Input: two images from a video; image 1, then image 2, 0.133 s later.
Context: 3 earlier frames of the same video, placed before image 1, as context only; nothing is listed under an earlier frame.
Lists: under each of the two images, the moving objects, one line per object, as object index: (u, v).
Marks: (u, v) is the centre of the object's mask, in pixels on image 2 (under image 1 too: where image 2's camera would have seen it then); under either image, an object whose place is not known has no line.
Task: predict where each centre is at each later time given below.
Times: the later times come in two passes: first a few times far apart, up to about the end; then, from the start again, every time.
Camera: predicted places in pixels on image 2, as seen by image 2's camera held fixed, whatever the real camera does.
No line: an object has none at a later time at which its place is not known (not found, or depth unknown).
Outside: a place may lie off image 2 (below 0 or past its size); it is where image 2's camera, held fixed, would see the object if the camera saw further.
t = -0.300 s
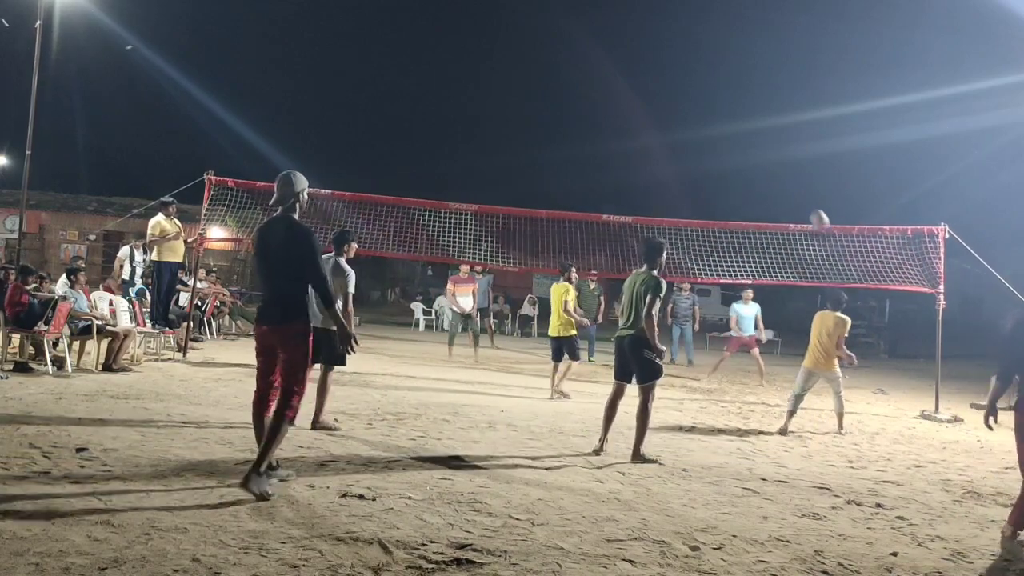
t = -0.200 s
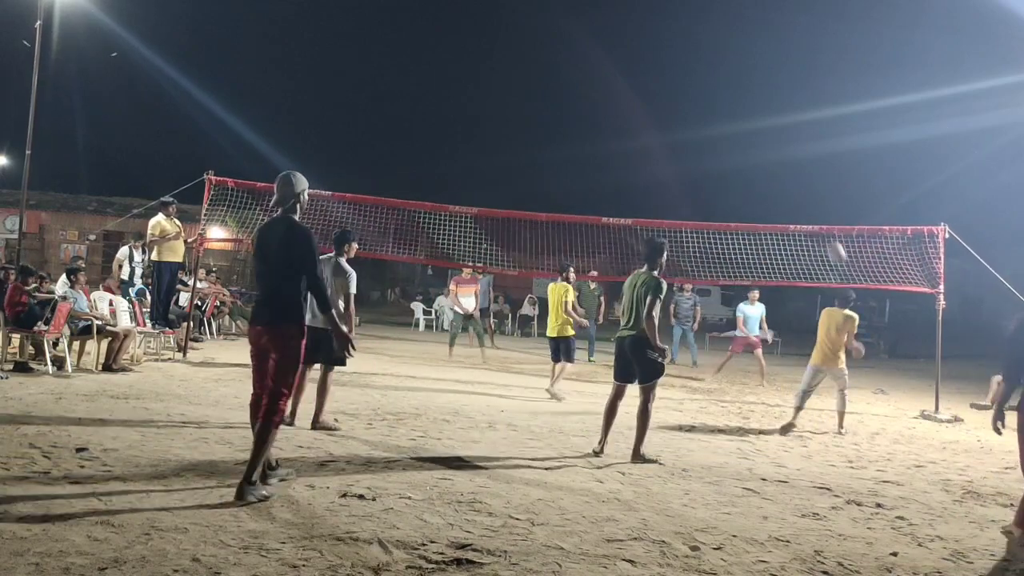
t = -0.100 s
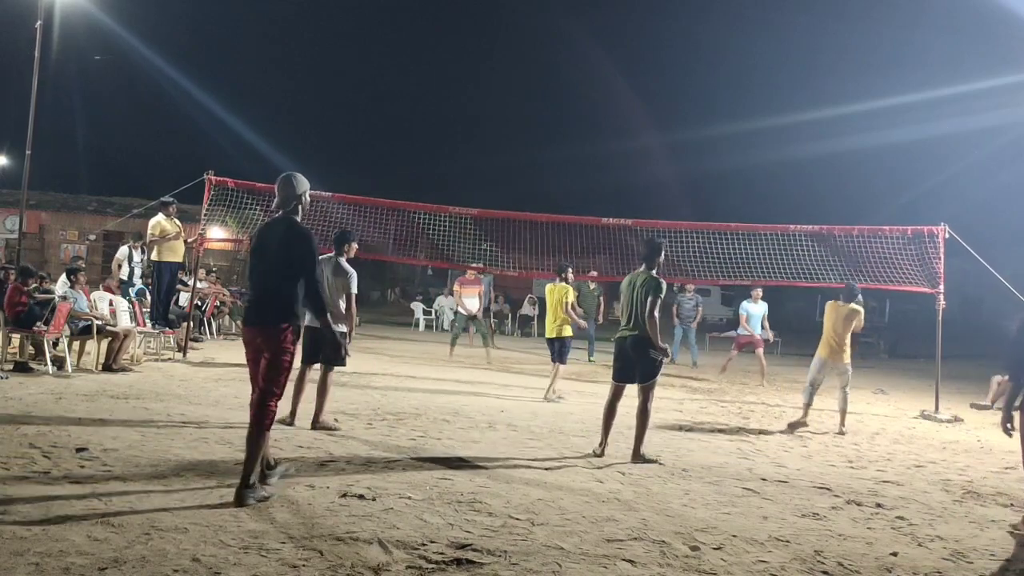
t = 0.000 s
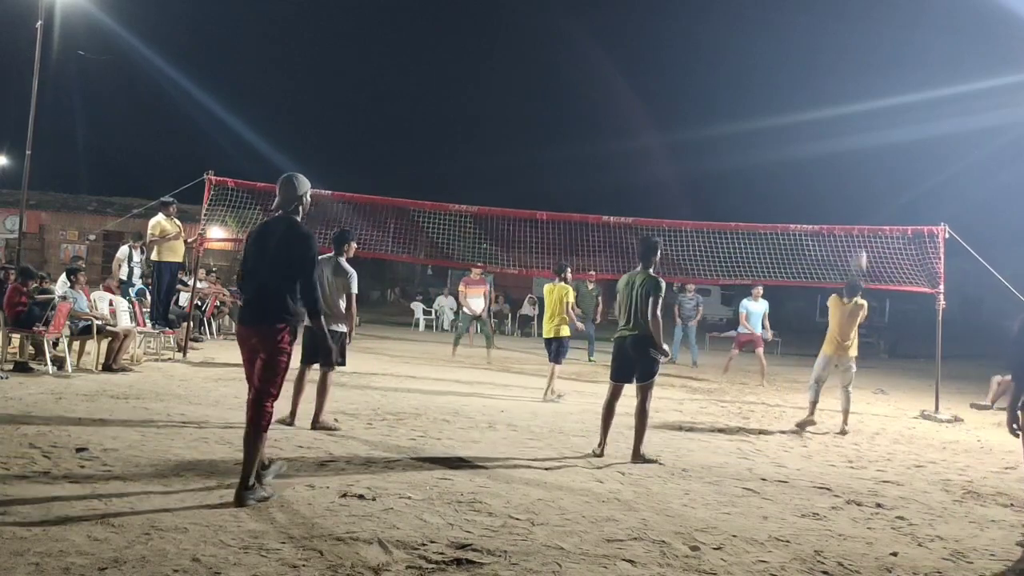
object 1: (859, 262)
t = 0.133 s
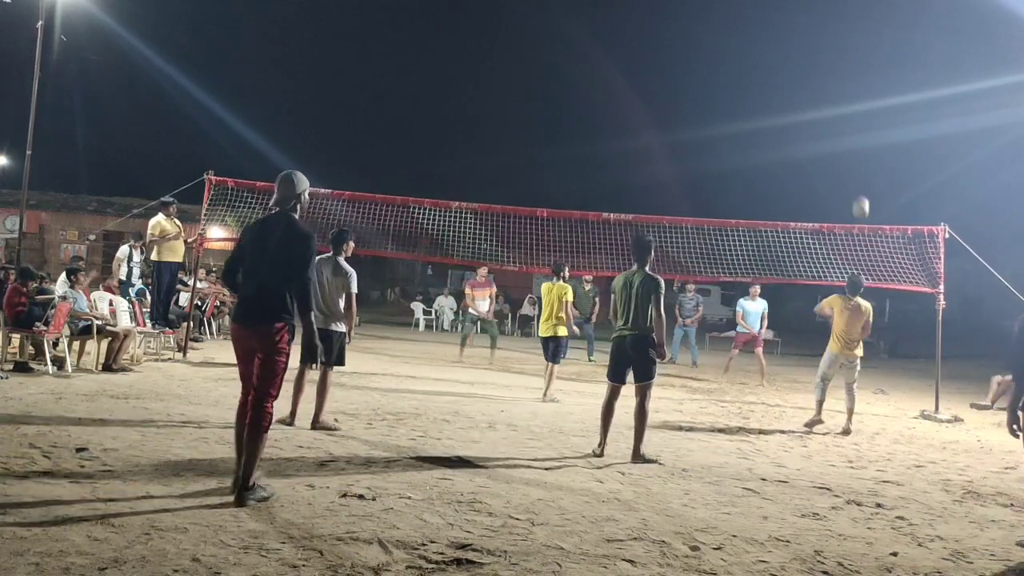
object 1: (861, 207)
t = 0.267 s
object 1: (862, 170)
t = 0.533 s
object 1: (860, 142)
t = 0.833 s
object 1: (854, 174)
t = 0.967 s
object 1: (849, 207)
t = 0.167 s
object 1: (861, 197)
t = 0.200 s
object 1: (861, 187)
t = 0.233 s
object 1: (862, 178)
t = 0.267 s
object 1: (862, 170)
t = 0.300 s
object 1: (862, 163)
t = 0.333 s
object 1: (862, 158)
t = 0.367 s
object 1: (862, 153)
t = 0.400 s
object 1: (862, 149)
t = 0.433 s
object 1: (862, 146)
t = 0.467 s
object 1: (861, 144)
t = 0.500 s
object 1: (861, 143)
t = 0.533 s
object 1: (860, 142)
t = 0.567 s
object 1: (860, 143)
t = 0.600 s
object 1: (859, 144)
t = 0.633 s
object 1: (859, 145)
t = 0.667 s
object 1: (858, 148)
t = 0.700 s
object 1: (857, 152)
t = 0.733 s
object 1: (856, 156)
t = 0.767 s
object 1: (856, 162)
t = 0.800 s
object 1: (855, 168)
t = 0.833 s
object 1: (854, 174)
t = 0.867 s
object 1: (853, 181)
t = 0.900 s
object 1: (852, 189)
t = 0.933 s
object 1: (850, 198)
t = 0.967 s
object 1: (849, 207)
